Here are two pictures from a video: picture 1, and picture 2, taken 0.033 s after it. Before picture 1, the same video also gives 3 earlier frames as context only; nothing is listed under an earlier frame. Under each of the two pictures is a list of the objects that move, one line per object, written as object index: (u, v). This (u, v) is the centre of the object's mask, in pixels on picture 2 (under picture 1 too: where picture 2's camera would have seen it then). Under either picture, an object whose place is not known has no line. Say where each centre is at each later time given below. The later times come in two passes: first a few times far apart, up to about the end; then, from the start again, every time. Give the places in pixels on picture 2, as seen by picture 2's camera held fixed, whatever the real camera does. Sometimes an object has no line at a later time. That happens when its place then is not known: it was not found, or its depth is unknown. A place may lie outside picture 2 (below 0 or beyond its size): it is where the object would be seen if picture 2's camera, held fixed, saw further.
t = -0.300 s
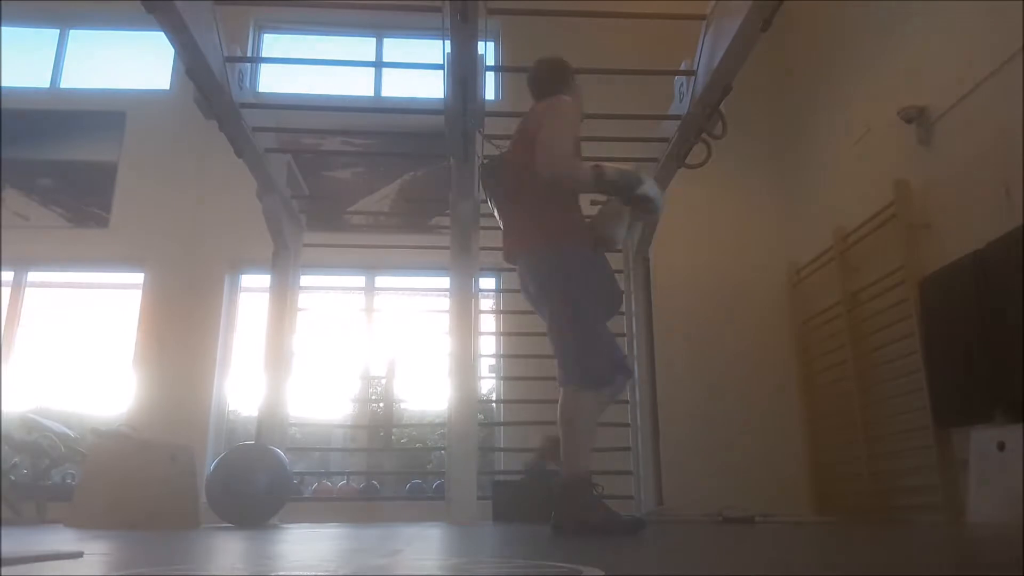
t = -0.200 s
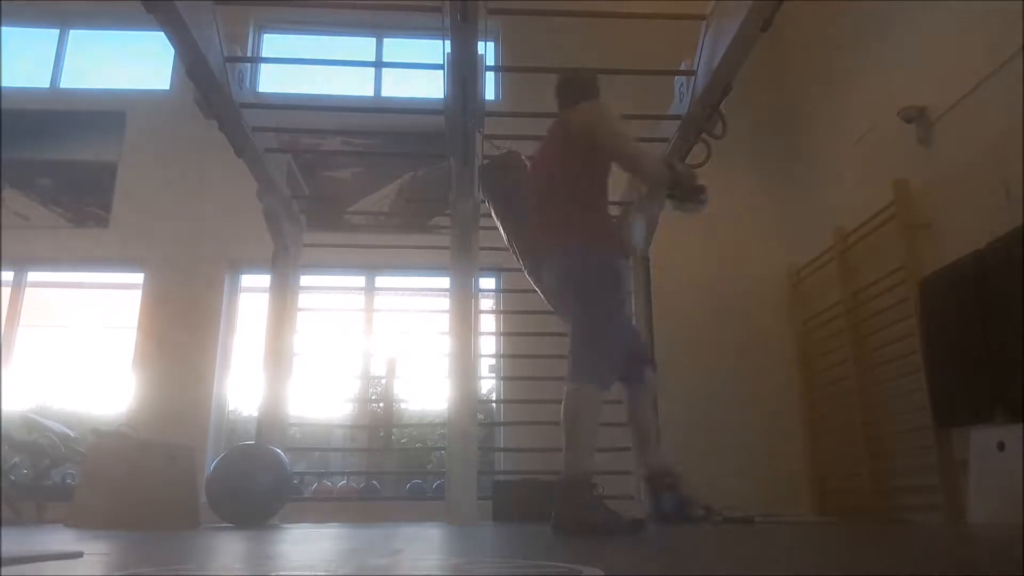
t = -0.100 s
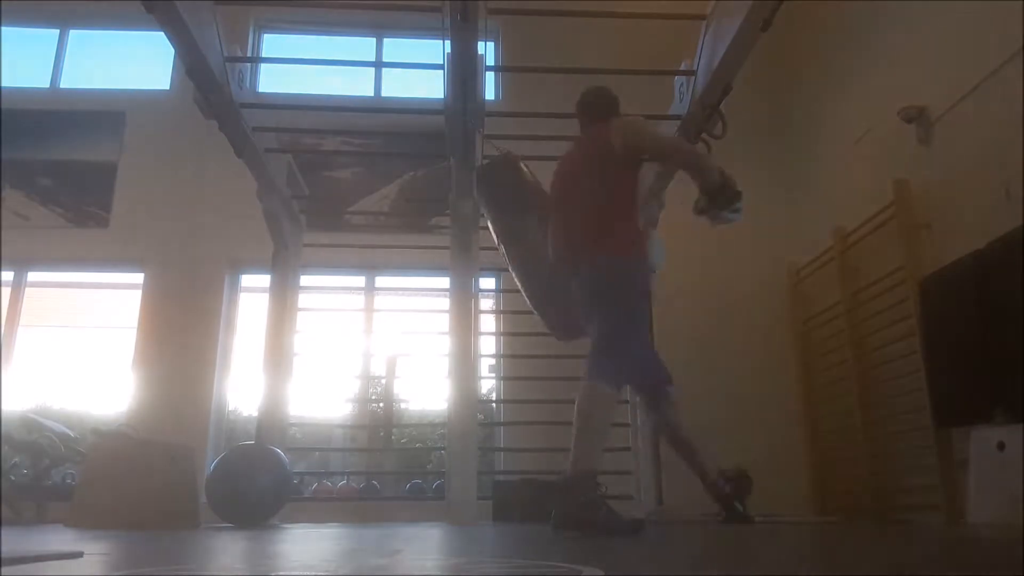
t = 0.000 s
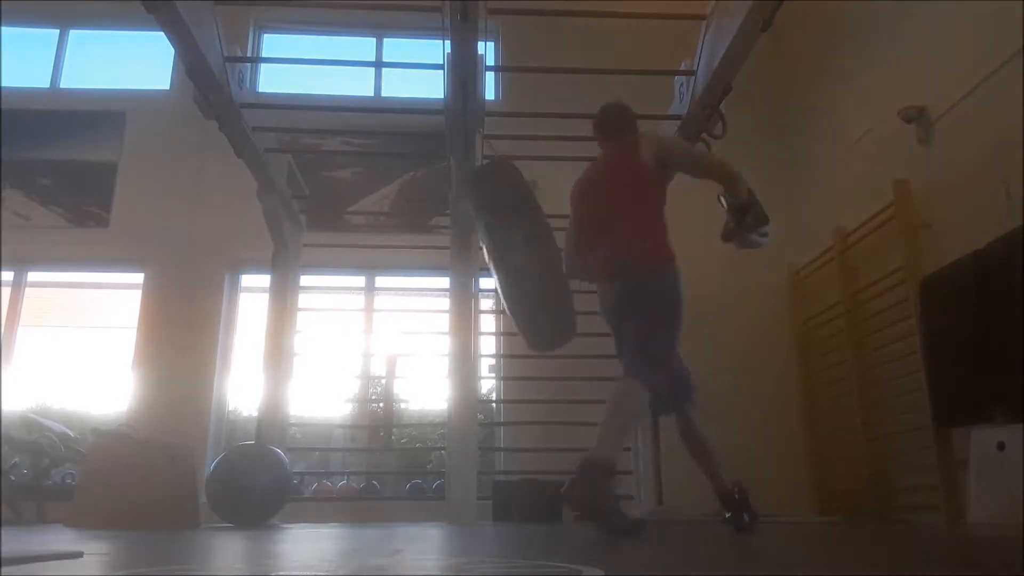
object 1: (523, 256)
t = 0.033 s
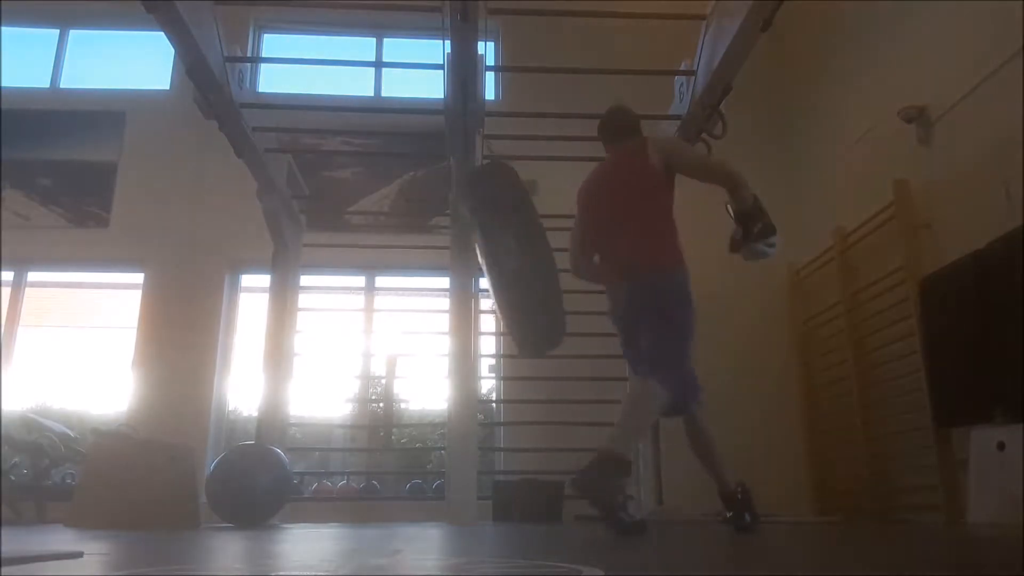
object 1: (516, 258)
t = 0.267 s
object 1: (458, 267)
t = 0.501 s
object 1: (401, 251)
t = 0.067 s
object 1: (509, 261)
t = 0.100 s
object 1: (501, 262)
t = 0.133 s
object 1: (492, 264)
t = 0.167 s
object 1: (485, 267)
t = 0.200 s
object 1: (476, 265)
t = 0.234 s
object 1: (467, 266)
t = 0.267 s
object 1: (458, 267)
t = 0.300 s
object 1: (449, 268)
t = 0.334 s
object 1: (440, 266)
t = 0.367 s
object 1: (431, 265)
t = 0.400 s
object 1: (421, 255)
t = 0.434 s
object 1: (414, 255)
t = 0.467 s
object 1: (407, 254)
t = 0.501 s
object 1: (401, 251)
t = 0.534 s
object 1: (395, 248)
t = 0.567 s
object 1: (389, 245)
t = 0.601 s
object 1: (384, 243)
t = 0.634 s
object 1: (381, 240)
